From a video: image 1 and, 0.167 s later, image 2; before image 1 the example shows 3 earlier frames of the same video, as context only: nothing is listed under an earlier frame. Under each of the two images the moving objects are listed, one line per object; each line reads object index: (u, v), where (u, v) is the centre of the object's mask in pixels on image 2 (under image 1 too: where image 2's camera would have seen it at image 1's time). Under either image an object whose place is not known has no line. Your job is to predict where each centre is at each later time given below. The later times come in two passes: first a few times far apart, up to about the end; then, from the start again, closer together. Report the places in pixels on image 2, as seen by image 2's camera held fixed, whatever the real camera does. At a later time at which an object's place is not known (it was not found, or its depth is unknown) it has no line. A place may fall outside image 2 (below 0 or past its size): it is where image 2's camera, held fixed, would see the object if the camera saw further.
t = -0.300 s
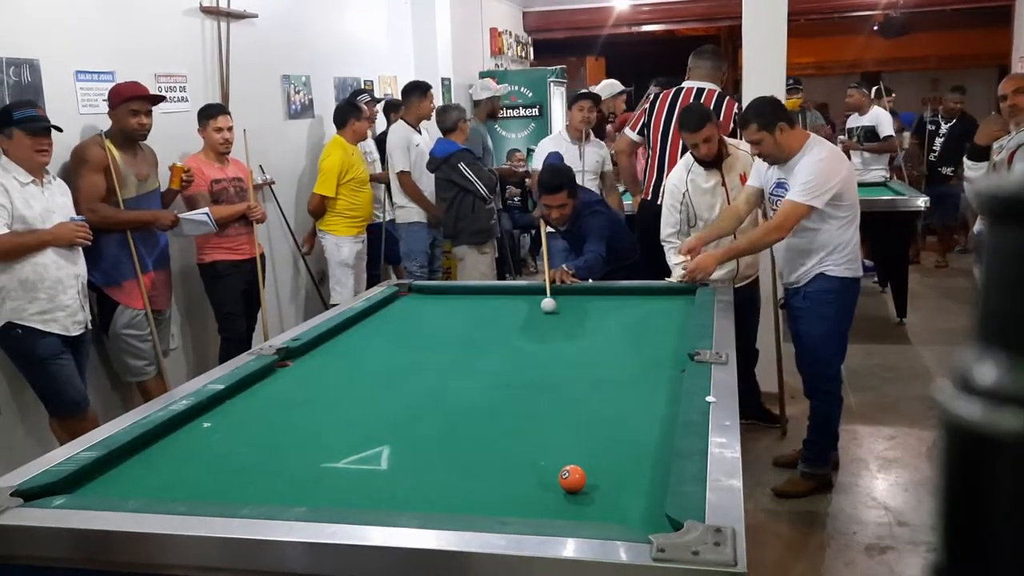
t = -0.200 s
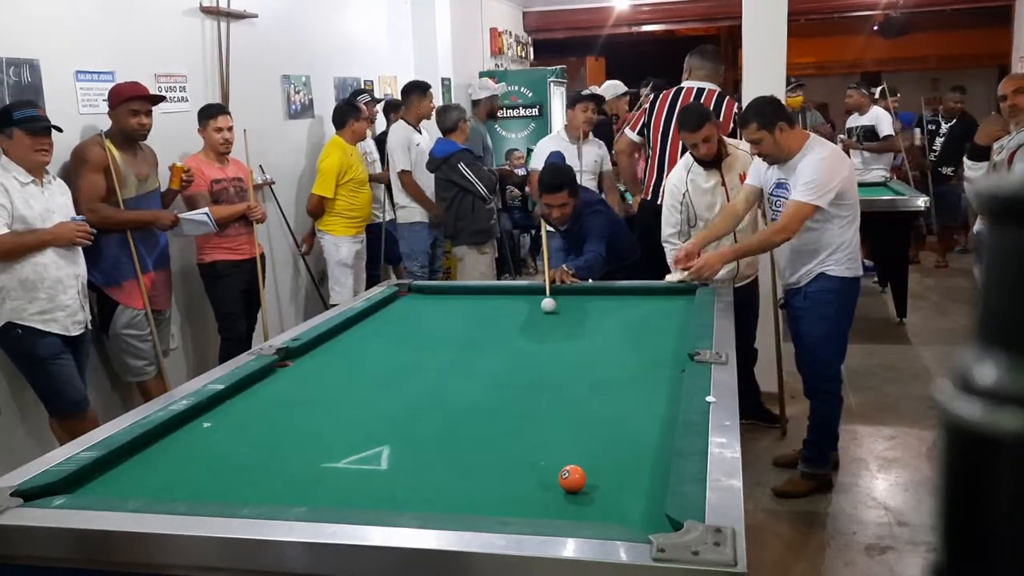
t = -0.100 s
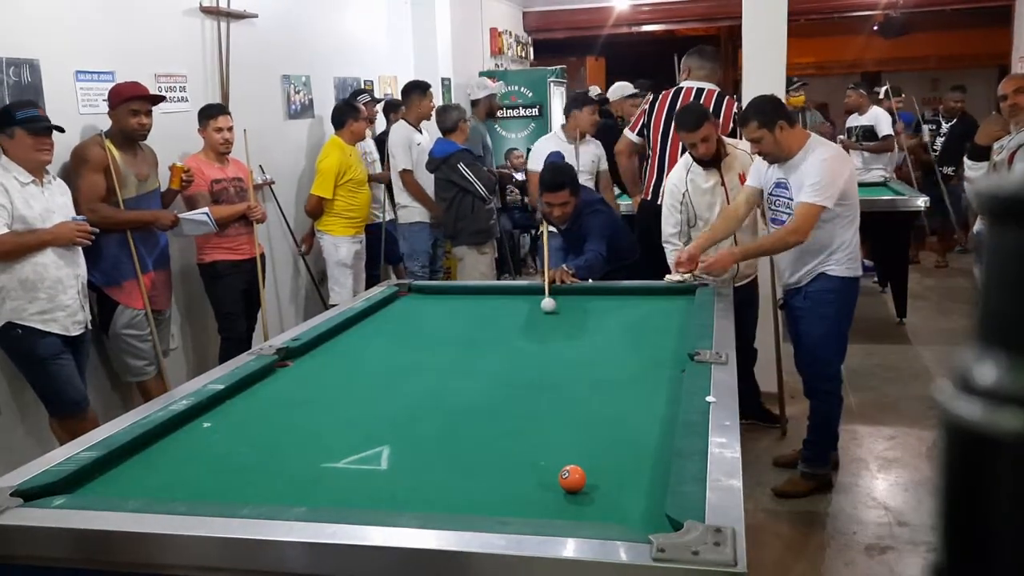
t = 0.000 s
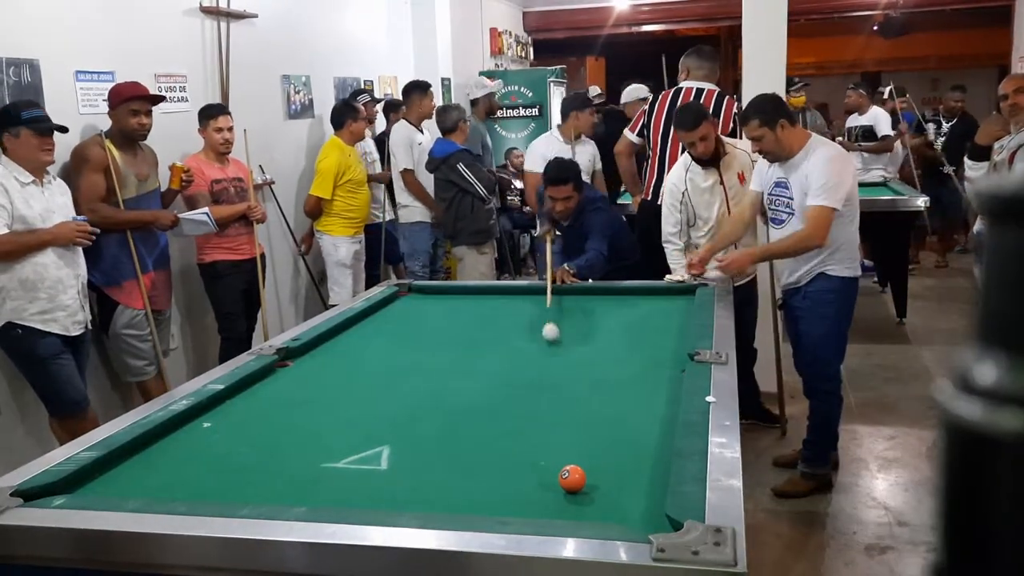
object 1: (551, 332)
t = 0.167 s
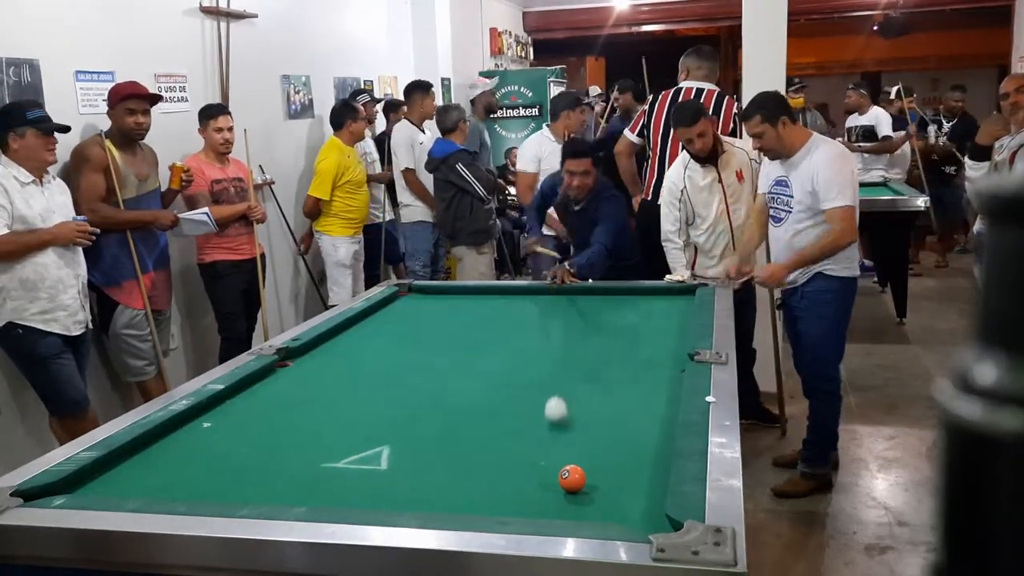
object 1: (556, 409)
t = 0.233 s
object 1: (558, 453)
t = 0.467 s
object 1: (429, 492)
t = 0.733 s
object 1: (357, 440)
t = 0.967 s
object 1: (311, 408)
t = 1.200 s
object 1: (273, 383)
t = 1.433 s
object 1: (307, 365)
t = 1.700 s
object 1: (374, 348)
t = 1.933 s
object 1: (427, 335)
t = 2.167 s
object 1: (472, 324)
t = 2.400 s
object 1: (513, 314)
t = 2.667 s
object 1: (554, 304)
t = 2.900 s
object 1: (585, 296)
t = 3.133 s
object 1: (611, 290)
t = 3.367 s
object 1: (626, 295)
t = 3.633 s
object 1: (644, 299)
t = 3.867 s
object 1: (659, 303)
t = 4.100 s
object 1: (674, 307)
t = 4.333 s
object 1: (684, 310)
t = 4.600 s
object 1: (675, 313)
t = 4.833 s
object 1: (667, 315)
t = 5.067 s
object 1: (660, 317)
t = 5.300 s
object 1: (655, 318)
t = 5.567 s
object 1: (650, 319)
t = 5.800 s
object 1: (648, 320)
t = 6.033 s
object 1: (648, 320)
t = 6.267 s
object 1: (648, 320)
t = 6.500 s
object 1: (649, 320)
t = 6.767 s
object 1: (649, 319)
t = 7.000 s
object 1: (649, 319)
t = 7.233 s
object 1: (649, 319)
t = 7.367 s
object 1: (649, 320)
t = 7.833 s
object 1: (649, 320)
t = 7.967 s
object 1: (649, 320)
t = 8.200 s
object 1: (649, 320)
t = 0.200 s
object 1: (557, 431)
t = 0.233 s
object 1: (558, 453)
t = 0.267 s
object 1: (547, 469)
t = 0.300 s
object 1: (525, 477)
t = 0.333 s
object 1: (501, 489)
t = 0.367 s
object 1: (478, 499)
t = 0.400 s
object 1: (454, 505)
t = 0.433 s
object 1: (440, 498)
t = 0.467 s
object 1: (429, 492)
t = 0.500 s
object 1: (419, 483)
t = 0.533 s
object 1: (409, 475)
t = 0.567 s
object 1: (399, 468)
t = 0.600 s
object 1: (391, 462)
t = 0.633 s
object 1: (381, 456)
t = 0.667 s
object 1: (374, 451)
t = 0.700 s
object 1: (365, 445)
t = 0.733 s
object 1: (357, 440)
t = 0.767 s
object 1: (350, 435)
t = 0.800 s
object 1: (343, 430)
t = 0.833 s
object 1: (336, 425)
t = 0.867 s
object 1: (329, 421)
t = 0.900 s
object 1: (323, 417)
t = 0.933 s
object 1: (317, 412)
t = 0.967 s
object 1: (311, 408)
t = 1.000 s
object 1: (305, 404)
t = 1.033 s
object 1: (299, 400)
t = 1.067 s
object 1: (294, 396)
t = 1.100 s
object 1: (288, 393)
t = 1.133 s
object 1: (283, 390)
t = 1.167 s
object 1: (278, 387)
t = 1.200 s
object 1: (273, 383)
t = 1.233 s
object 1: (268, 380)
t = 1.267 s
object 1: (264, 377)
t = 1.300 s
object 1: (265, 374)
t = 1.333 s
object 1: (277, 372)
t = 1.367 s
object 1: (287, 369)
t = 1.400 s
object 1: (297, 367)
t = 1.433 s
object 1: (307, 365)
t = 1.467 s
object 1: (316, 363)
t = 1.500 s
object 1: (325, 361)
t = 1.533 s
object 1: (333, 358)
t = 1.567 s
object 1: (341, 356)
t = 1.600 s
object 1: (350, 354)
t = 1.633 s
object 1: (358, 352)
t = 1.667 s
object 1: (367, 350)
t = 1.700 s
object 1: (374, 348)
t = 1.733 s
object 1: (382, 346)
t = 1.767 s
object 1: (390, 344)
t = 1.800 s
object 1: (398, 343)
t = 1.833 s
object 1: (405, 341)
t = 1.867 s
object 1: (413, 339)
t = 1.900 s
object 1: (421, 337)
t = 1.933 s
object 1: (427, 335)
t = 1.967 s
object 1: (434, 333)
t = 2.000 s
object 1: (440, 332)
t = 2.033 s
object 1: (447, 330)
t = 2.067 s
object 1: (454, 329)
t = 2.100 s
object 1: (460, 327)
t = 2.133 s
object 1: (466, 326)
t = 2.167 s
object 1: (472, 324)
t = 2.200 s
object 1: (478, 323)
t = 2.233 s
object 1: (484, 321)
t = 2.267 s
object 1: (490, 319)
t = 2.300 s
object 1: (496, 318)
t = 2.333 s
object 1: (501, 317)
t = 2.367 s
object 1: (507, 316)
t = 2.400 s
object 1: (513, 314)
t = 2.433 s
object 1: (518, 313)
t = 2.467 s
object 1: (523, 311)
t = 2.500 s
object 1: (529, 310)
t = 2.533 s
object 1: (534, 309)
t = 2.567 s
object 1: (539, 308)
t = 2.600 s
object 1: (544, 306)
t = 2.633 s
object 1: (548, 305)
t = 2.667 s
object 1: (554, 304)
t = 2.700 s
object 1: (558, 303)
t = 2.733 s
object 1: (563, 301)
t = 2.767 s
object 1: (568, 300)
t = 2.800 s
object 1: (572, 299)
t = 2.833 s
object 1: (576, 298)
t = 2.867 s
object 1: (581, 297)
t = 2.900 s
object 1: (585, 296)
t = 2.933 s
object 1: (589, 295)
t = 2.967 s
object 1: (593, 294)
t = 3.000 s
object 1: (597, 293)
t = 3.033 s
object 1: (601, 291)
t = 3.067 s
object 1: (605, 290)
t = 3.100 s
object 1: (609, 290)
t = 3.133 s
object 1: (611, 290)
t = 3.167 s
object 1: (613, 291)
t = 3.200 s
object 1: (616, 292)
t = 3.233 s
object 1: (618, 292)
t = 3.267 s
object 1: (620, 293)
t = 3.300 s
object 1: (622, 293)
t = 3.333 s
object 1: (624, 294)
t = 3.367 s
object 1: (626, 295)
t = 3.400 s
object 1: (629, 295)
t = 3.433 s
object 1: (631, 296)
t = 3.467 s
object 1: (633, 296)
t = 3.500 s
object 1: (635, 297)
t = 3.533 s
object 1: (637, 298)
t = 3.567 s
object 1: (640, 298)
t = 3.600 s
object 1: (642, 299)
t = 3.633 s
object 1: (644, 299)
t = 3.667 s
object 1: (646, 300)
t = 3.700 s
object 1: (648, 300)
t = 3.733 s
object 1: (651, 301)
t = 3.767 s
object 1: (653, 302)
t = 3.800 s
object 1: (655, 302)
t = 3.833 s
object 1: (657, 303)
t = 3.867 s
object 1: (659, 303)
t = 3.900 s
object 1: (661, 304)
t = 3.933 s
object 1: (663, 304)
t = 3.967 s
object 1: (665, 305)
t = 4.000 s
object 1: (667, 305)
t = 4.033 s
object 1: (669, 306)
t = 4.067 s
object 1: (672, 307)
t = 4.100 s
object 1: (674, 307)
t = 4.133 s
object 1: (676, 308)
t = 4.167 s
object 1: (678, 308)
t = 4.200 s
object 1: (680, 309)
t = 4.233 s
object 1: (682, 309)
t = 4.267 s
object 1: (683, 309)
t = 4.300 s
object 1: (685, 310)
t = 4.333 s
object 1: (684, 310)
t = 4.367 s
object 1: (683, 311)
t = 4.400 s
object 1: (682, 311)
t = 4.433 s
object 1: (680, 312)
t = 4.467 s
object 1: (679, 312)
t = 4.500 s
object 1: (678, 312)
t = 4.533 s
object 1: (677, 313)
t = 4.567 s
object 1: (676, 313)
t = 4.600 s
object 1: (675, 313)
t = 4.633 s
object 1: (674, 314)
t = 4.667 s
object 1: (672, 314)
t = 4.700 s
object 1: (671, 314)
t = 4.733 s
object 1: (670, 315)
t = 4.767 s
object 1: (669, 315)
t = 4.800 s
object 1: (668, 315)
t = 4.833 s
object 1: (667, 315)
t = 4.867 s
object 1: (665, 316)
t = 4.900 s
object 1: (665, 316)
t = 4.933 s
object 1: (664, 316)
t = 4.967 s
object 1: (663, 316)
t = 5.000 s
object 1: (662, 317)
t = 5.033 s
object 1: (661, 317)
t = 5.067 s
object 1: (660, 317)
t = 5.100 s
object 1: (659, 317)
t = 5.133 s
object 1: (658, 317)
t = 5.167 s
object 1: (658, 317)
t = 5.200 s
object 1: (657, 317)
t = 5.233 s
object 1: (656, 318)
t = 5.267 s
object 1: (655, 318)
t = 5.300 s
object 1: (655, 318)
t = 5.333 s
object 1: (654, 318)
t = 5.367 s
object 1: (653, 319)
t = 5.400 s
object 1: (653, 318)
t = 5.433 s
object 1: (652, 319)
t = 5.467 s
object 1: (652, 319)
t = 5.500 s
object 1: (651, 319)
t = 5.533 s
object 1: (651, 319)
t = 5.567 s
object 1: (650, 319)
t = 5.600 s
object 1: (650, 319)
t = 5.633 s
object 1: (650, 319)
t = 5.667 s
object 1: (649, 319)
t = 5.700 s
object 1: (649, 320)
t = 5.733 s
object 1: (649, 320)
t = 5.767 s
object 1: (649, 320)
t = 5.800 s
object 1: (648, 320)
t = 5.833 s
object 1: (648, 320)
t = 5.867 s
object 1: (648, 320)
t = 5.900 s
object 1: (648, 320)
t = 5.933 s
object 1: (648, 320)
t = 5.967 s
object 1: (648, 320)
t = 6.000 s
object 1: (648, 320)
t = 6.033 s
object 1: (648, 320)
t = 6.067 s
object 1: (648, 320)
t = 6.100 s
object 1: (648, 320)
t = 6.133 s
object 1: (648, 320)
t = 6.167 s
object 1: (648, 320)
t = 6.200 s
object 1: (648, 320)
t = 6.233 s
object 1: (648, 320)
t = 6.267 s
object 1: (648, 320)
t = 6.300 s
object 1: (649, 320)
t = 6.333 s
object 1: (648, 320)
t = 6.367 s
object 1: (649, 320)
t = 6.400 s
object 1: (649, 320)
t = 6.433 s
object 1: (649, 320)
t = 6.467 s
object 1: (649, 320)
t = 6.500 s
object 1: (649, 320)
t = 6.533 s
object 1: (649, 319)
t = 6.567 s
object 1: (649, 319)
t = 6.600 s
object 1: (649, 320)
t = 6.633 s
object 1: (649, 320)
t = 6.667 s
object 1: (649, 320)
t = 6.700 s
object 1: (649, 319)
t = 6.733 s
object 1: (649, 319)
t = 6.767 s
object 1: (649, 319)
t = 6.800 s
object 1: (649, 319)
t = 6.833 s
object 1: (649, 319)
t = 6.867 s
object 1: (649, 319)
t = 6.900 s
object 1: (649, 319)
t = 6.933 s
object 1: (649, 319)
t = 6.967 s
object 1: (649, 319)
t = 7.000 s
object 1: (649, 319)
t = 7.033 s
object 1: (649, 319)
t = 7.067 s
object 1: (649, 319)
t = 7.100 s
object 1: (649, 319)
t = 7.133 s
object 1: (649, 319)
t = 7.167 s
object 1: (649, 320)
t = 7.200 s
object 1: (649, 320)
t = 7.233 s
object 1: (649, 319)
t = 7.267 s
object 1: (649, 319)
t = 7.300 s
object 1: (649, 320)
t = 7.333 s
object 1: (649, 320)
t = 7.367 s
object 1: (649, 320)
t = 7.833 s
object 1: (649, 320)
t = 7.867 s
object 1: (649, 320)
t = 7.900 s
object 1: (649, 320)
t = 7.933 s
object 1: (649, 320)
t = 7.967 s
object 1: (649, 320)
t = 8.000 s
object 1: (649, 320)
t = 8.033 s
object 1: (649, 320)
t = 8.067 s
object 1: (649, 320)
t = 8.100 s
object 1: (649, 320)
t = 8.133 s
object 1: (649, 320)
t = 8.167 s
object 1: (649, 320)
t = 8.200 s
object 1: (649, 320)
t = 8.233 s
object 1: (649, 320)
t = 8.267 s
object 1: (649, 320)
